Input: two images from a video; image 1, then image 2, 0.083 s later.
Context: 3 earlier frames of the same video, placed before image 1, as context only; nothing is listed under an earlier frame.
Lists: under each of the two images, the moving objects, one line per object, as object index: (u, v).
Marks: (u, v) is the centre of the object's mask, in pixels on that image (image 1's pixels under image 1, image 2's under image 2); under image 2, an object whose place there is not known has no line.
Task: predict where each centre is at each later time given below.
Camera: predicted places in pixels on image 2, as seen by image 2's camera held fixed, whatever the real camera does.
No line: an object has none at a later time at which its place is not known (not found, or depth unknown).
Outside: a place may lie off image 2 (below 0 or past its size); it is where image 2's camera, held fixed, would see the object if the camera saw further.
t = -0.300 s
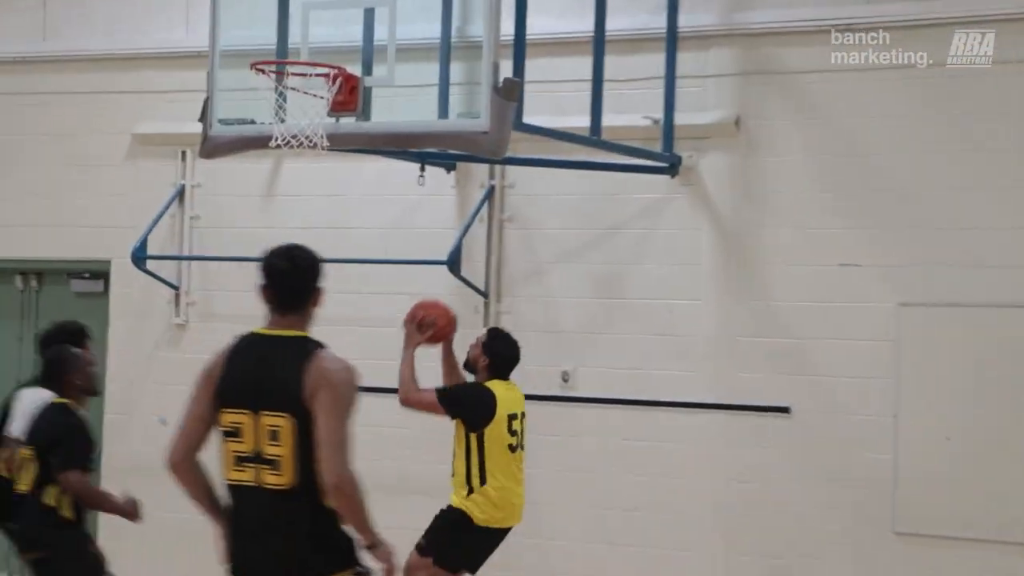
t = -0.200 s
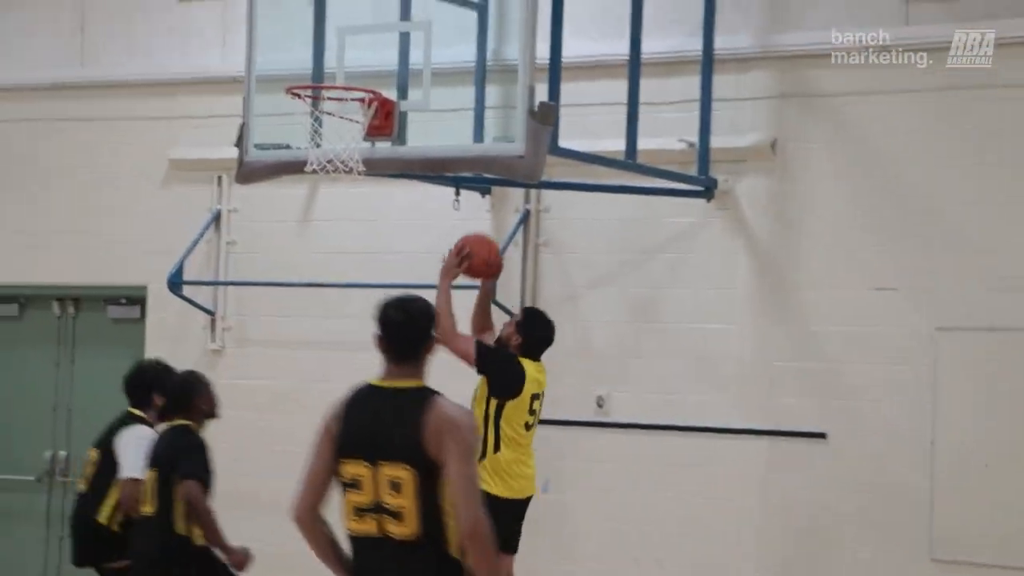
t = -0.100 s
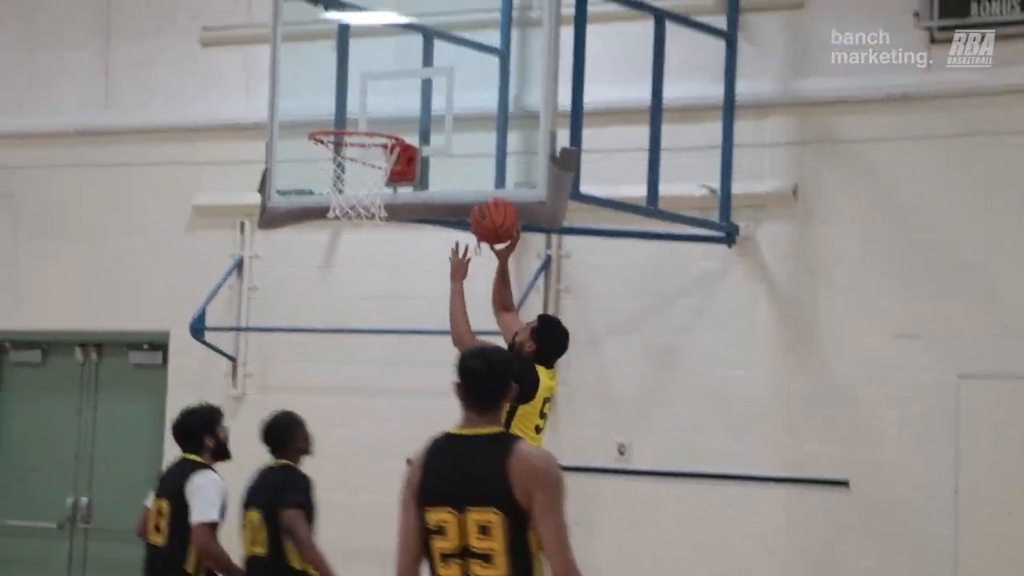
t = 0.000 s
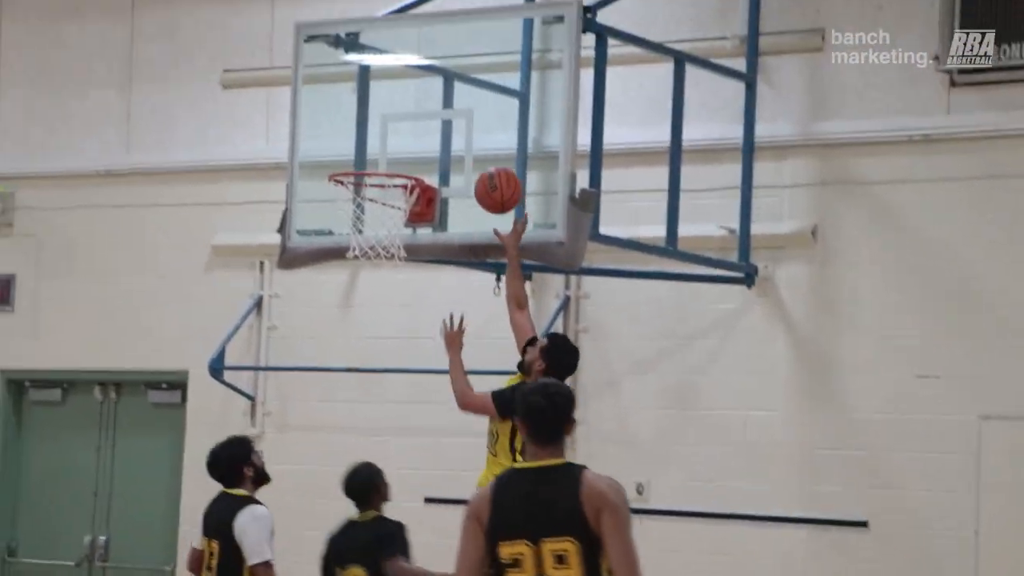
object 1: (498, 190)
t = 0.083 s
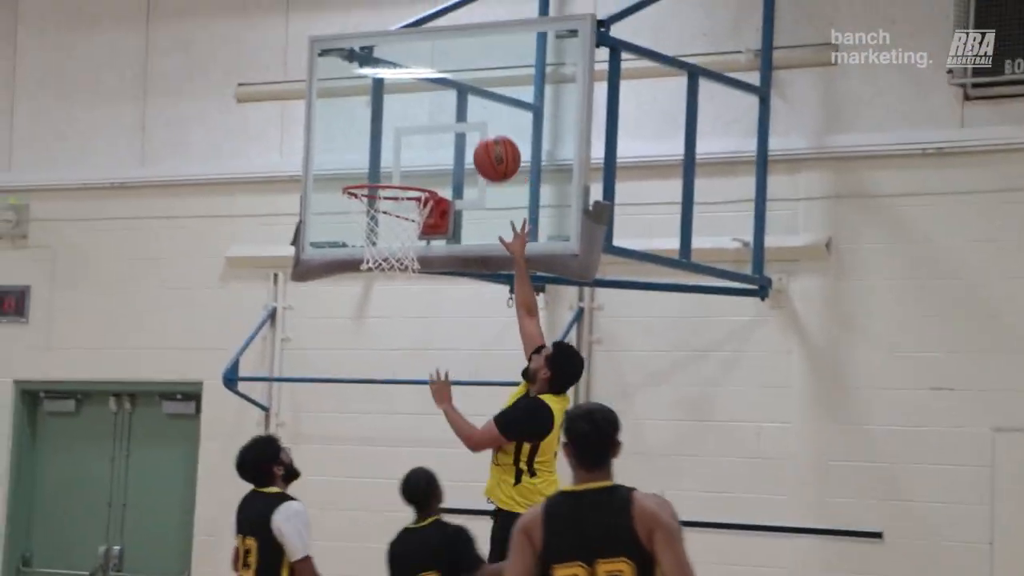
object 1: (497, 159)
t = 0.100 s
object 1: (494, 151)
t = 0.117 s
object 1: (490, 144)
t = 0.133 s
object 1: (487, 138)
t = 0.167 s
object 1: (481, 128)
